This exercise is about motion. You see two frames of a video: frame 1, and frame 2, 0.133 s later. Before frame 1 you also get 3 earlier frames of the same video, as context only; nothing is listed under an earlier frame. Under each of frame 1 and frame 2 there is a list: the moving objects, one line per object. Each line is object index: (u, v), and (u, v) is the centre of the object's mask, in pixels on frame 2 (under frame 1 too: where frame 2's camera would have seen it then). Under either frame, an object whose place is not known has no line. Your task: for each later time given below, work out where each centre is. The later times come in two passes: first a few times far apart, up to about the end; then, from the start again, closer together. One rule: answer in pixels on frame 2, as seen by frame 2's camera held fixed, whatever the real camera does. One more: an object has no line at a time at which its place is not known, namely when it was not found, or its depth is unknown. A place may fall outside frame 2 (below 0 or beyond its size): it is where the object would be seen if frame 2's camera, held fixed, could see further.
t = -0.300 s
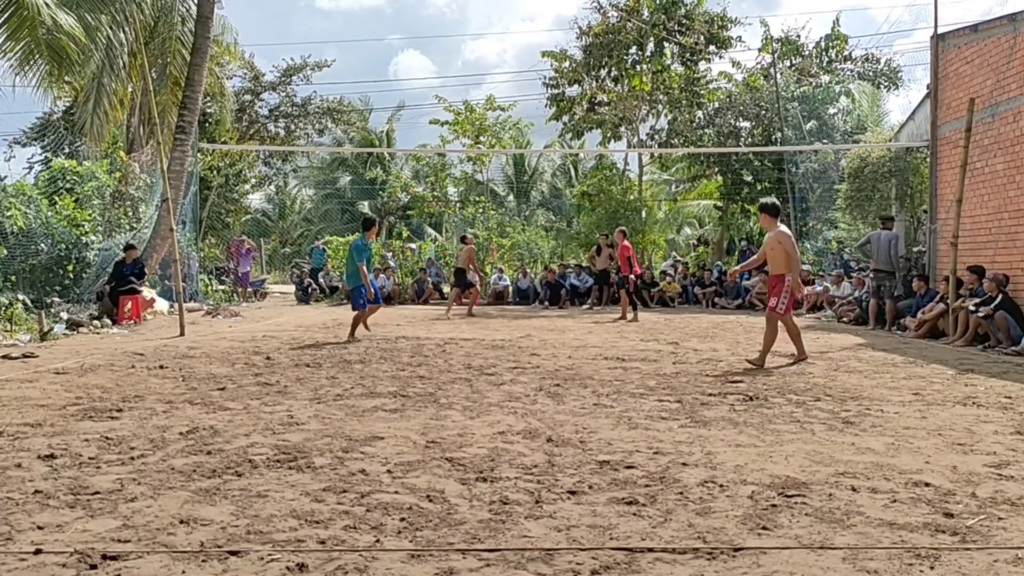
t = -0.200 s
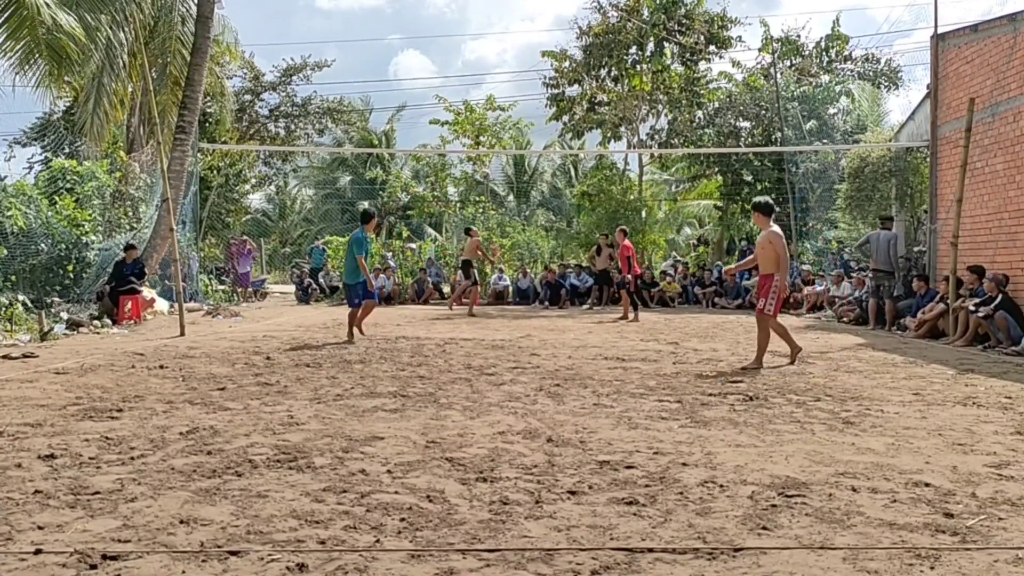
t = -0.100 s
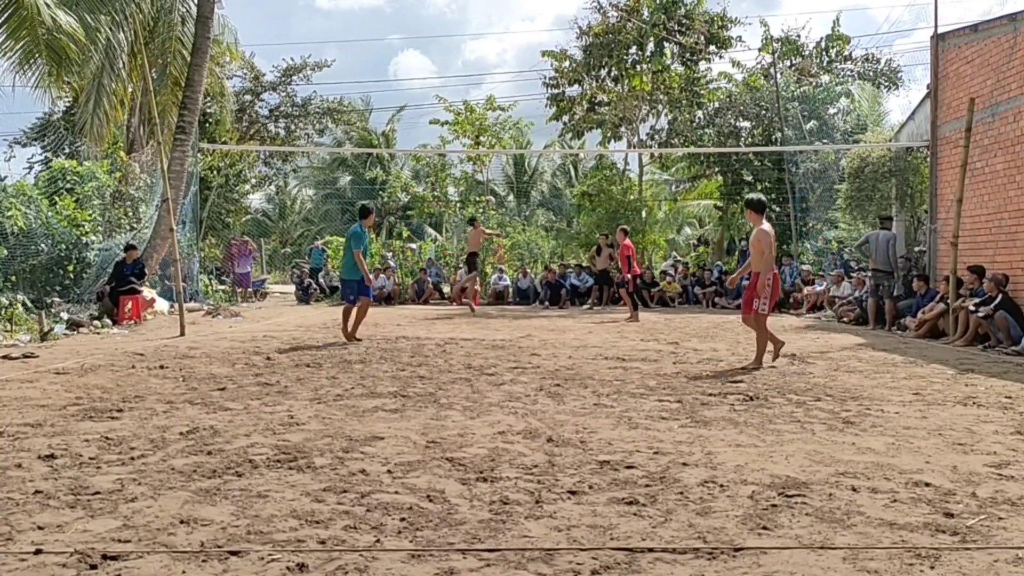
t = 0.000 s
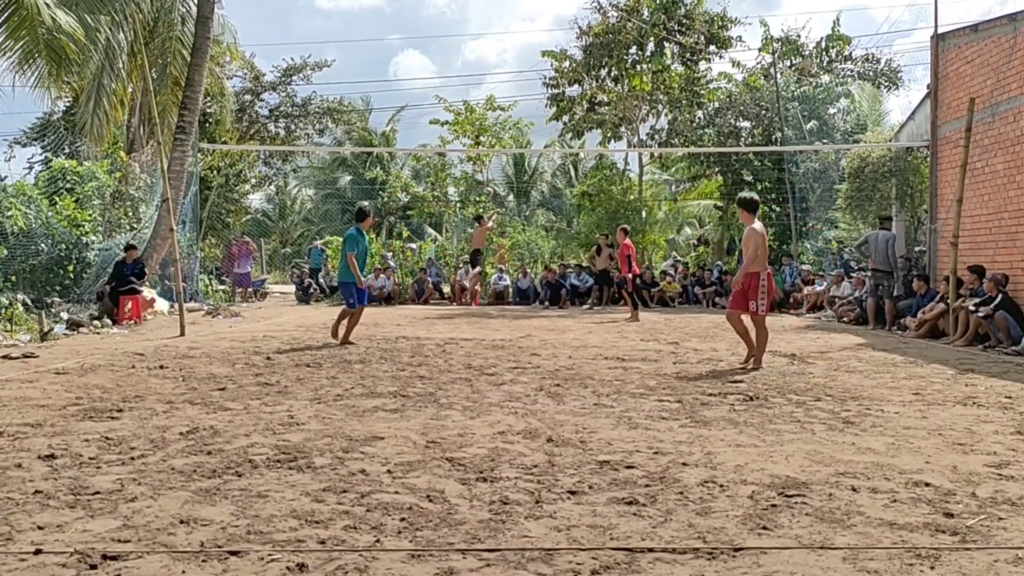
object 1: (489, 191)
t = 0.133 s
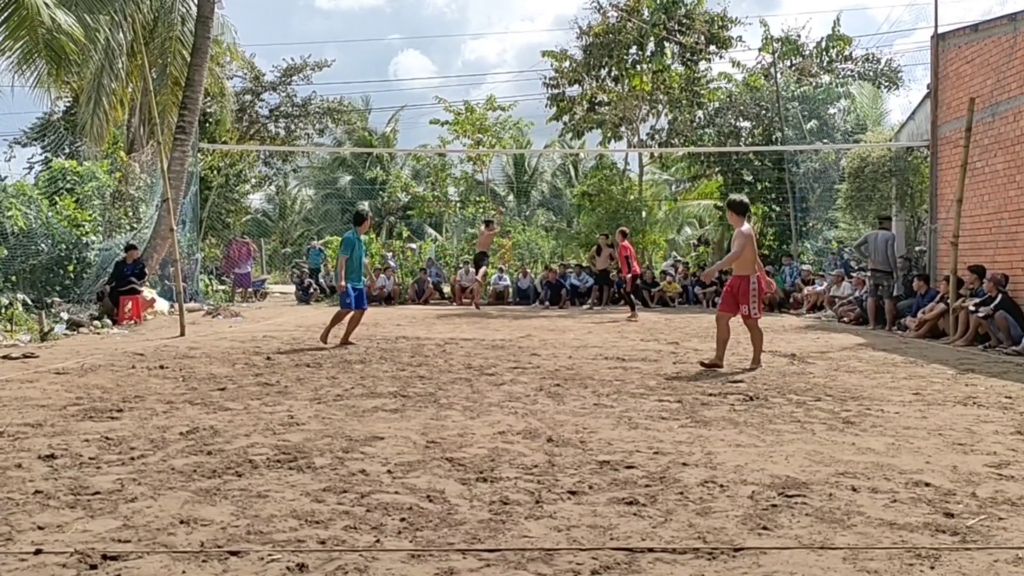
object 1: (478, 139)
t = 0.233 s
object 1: (470, 107)
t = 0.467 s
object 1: (456, 51)
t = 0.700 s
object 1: (441, 24)
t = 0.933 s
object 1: (427, 24)
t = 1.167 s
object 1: (413, 48)
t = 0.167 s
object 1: (477, 128)
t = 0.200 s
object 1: (474, 116)
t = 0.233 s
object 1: (470, 107)
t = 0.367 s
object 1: (462, 71)
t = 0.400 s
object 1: (460, 64)
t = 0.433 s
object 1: (458, 57)
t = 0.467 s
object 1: (456, 51)
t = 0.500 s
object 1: (454, 46)
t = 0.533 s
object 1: (452, 40)
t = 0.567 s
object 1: (450, 36)
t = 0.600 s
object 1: (447, 32)
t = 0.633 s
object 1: (445, 29)
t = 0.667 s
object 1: (443, 26)
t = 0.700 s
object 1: (441, 24)
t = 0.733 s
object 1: (439, 22)
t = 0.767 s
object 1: (437, 21)
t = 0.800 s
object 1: (435, 21)
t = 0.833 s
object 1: (433, 21)
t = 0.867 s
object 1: (431, 21)
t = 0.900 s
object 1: (429, 22)
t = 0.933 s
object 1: (427, 24)
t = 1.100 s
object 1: (417, 39)
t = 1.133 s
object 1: (415, 43)
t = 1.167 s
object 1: (413, 48)
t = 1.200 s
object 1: (411, 53)
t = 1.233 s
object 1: (409, 60)
